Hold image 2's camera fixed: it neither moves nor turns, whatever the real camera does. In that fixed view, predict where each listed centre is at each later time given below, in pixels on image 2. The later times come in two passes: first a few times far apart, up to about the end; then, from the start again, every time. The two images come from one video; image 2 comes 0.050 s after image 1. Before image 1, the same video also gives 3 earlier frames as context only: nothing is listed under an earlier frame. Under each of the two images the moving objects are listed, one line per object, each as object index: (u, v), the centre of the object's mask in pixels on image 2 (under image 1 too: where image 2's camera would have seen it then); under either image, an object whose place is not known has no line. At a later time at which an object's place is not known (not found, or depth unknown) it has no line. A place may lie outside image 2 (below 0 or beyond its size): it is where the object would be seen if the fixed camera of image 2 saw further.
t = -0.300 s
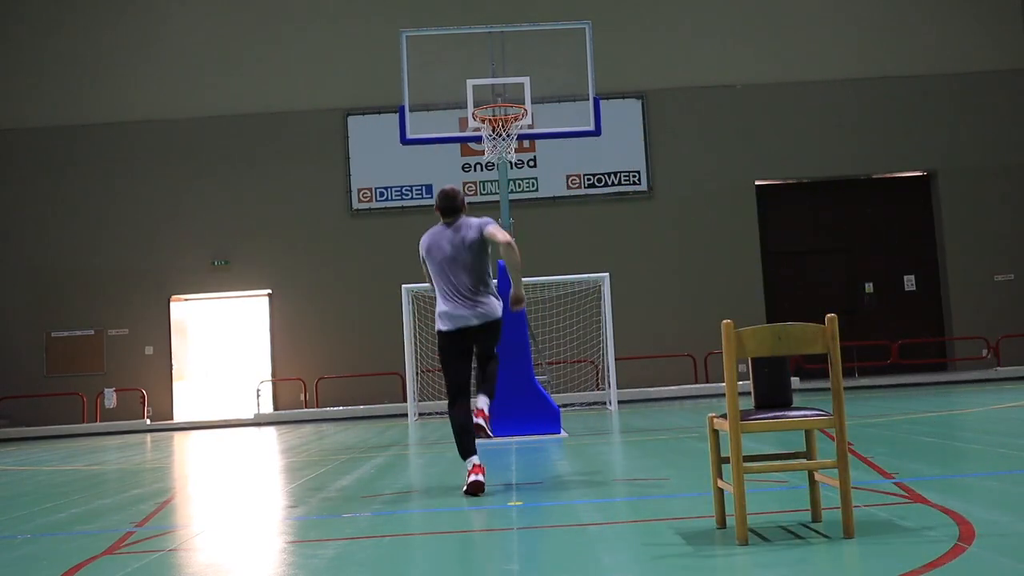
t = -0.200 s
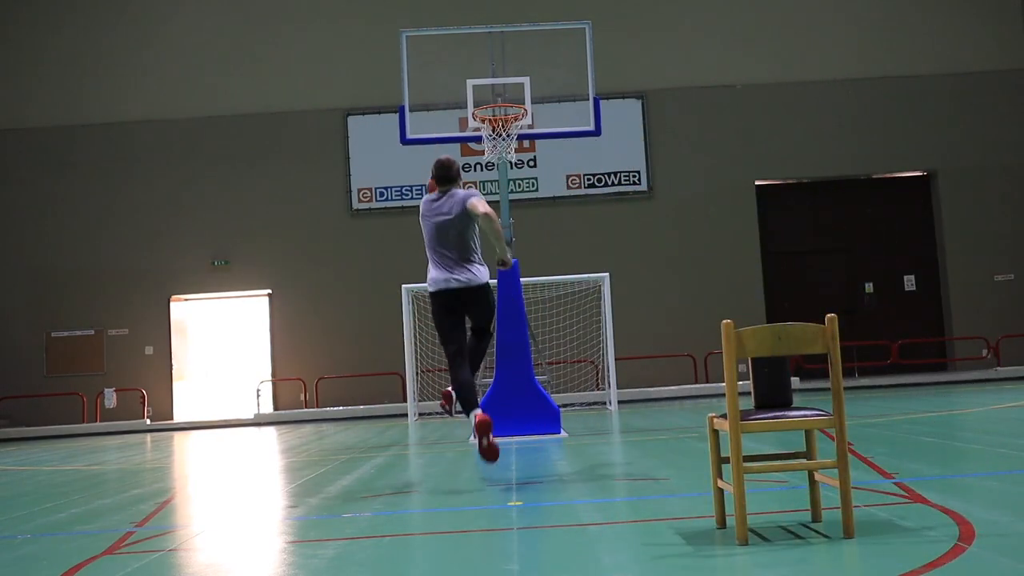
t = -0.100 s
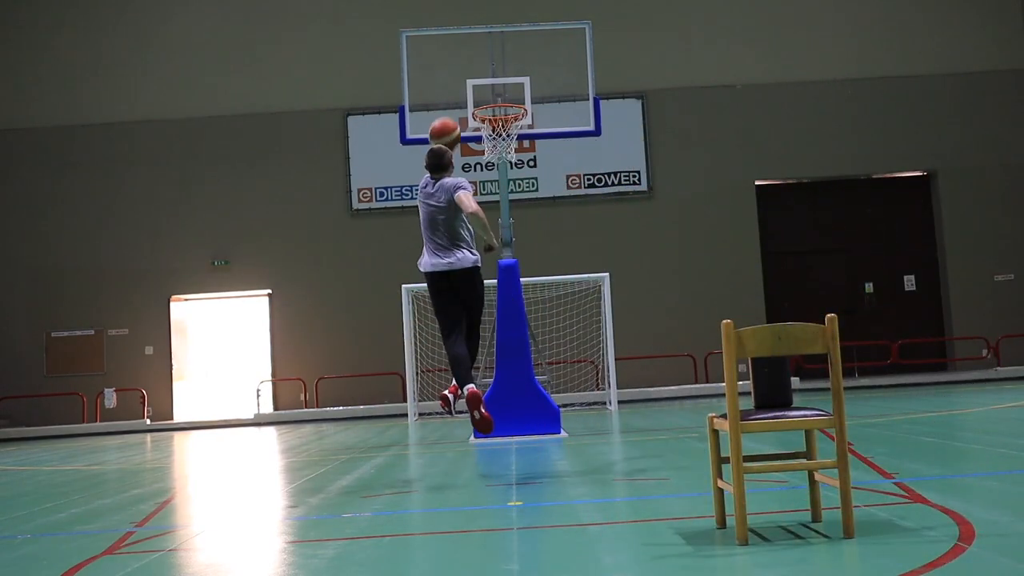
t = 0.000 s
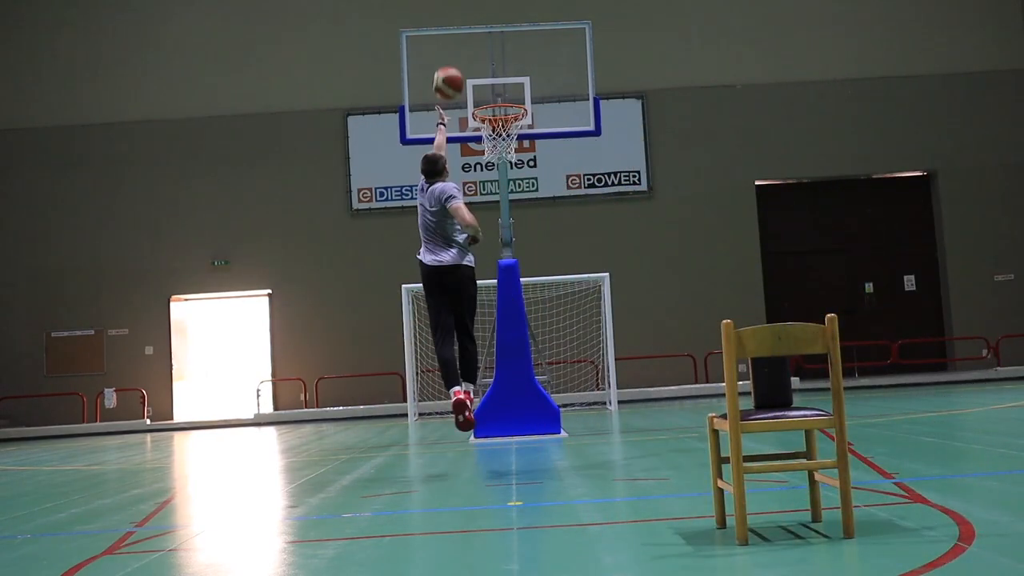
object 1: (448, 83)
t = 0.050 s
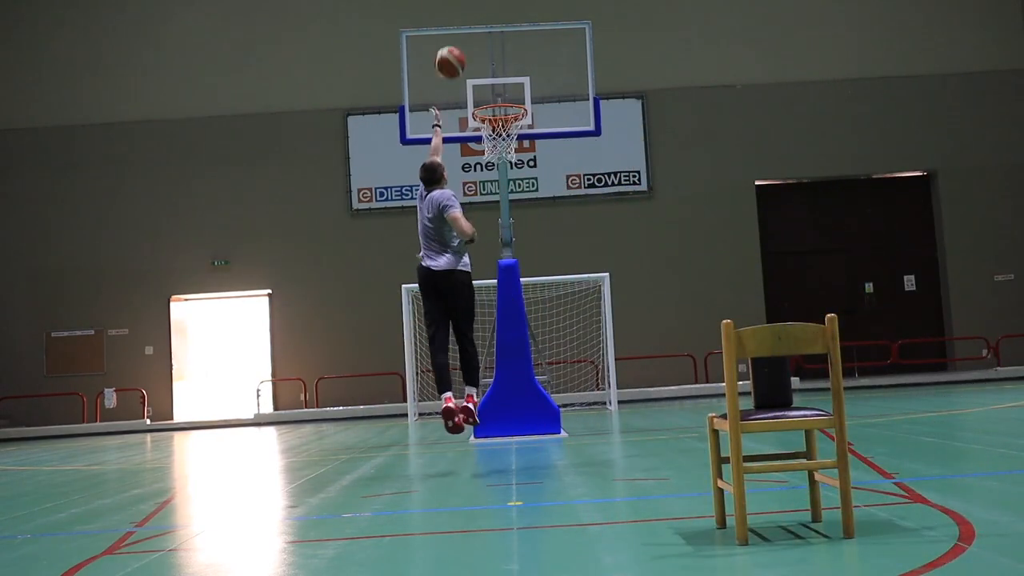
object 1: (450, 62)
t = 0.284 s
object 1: (459, 13)
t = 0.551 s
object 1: (472, 34)
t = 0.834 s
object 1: (496, 123)
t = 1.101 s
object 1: (521, 138)
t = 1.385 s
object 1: (499, 173)
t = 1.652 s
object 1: (477, 284)
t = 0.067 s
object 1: (450, 56)
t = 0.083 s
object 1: (451, 50)
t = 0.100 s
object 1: (451, 46)
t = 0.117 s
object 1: (452, 41)
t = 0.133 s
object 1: (452, 36)
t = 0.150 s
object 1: (453, 32)
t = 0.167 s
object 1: (454, 28)
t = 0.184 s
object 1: (455, 25)
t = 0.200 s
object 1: (455, 22)
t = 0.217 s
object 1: (456, 19)
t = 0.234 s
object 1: (457, 17)
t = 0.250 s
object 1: (458, 15)
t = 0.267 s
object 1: (458, 14)
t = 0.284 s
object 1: (459, 13)
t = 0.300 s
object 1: (460, 13)
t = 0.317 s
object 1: (460, 12)
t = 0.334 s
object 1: (461, 12)
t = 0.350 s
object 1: (462, 12)
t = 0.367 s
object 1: (463, 12)
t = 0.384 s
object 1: (464, 12)
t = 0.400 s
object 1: (465, 13)
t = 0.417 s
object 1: (466, 14)
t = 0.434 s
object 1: (466, 15)
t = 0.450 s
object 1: (467, 17)
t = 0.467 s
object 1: (468, 20)
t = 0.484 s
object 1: (469, 22)
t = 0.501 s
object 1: (470, 25)
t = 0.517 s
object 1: (471, 28)
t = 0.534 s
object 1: (472, 31)
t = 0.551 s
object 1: (472, 34)
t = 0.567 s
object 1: (473, 39)
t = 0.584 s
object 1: (474, 42)
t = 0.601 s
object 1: (475, 47)
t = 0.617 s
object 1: (476, 52)
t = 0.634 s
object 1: (477, 57)
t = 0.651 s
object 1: (479, 62)
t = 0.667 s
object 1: (480, 67)
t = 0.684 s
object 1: (480, 73)
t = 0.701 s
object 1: (481, 79)
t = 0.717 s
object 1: (482, 85)
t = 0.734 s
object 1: (483, 92)
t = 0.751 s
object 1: (484, 97)
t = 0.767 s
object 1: (484, 104)
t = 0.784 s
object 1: (487, 110)
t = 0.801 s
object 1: (490, 114)
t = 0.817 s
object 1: (493, 120)
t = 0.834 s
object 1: (496, 123)
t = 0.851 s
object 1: (497, 124)
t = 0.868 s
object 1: (501, 126)
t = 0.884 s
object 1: (504, 128)
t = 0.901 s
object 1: (505, 127)
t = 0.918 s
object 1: (510, 132)
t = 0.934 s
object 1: (512, 131)
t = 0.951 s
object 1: (512, 133)
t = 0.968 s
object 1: (514, 134)
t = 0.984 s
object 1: (515, 134)
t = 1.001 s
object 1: (517, 134)
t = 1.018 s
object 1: (518, 136)
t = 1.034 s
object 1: (519, 136)
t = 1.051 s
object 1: (520, 136)
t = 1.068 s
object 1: (520, 136)
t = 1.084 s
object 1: (520, 137)
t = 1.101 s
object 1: (521, 138)
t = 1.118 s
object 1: (521, 138)
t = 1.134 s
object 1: (521, 139)
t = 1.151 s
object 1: (520, 140)
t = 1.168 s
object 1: (520, 140)
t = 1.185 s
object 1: (519, 142)
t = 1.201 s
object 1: (518, 144)
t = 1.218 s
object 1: (516, 145)
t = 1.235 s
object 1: (516, 145)
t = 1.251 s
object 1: (513, 151)
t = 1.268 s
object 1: (510, 155)
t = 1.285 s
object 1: (509, 157)
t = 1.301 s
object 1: (507, 158)
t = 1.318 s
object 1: (506, 160)
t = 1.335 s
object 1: (504, 162)
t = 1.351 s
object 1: (503, 166)
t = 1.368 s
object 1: (501, 169)
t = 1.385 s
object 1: (499, 173)
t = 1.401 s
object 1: (498, 177)
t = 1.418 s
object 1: (497, 182)
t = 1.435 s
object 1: (494, 188)
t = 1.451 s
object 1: (493, 193)
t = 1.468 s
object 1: (492, 199)
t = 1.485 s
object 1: (491, 205)
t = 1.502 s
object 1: (489, 212)
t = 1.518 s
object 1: (487, 218)
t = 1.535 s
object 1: (486, 225)
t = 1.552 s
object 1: (484, 232)
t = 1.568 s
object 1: (483, 240)
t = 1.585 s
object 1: (481, 248)
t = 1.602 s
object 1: (480, 256)
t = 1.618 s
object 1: (479, 266)
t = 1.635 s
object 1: (478, 274)
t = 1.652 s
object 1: (477, 284)
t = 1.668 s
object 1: (475, 295)
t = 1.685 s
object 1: (474, 305)
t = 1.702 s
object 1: (473, 316)
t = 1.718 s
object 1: (473, 327)
